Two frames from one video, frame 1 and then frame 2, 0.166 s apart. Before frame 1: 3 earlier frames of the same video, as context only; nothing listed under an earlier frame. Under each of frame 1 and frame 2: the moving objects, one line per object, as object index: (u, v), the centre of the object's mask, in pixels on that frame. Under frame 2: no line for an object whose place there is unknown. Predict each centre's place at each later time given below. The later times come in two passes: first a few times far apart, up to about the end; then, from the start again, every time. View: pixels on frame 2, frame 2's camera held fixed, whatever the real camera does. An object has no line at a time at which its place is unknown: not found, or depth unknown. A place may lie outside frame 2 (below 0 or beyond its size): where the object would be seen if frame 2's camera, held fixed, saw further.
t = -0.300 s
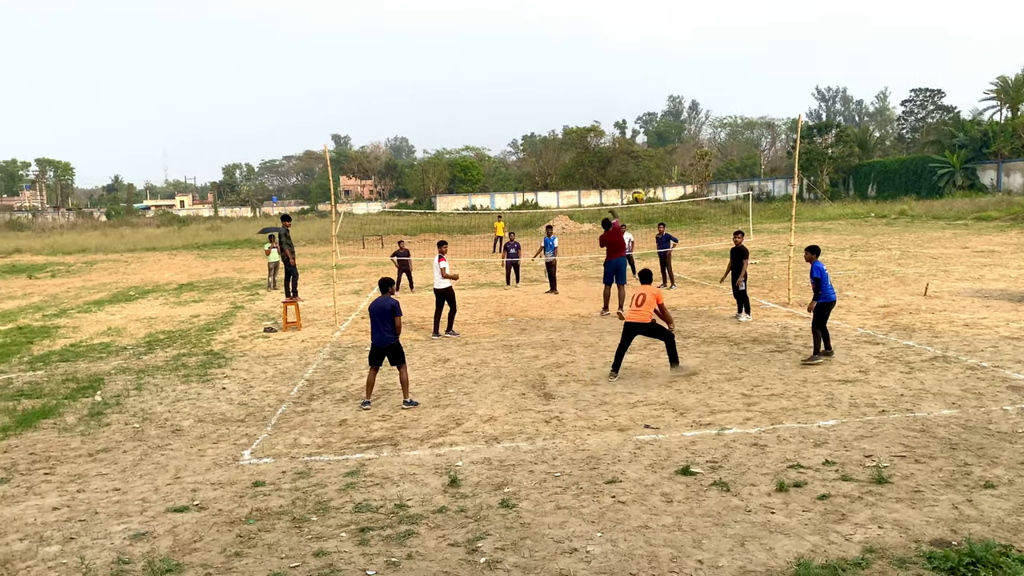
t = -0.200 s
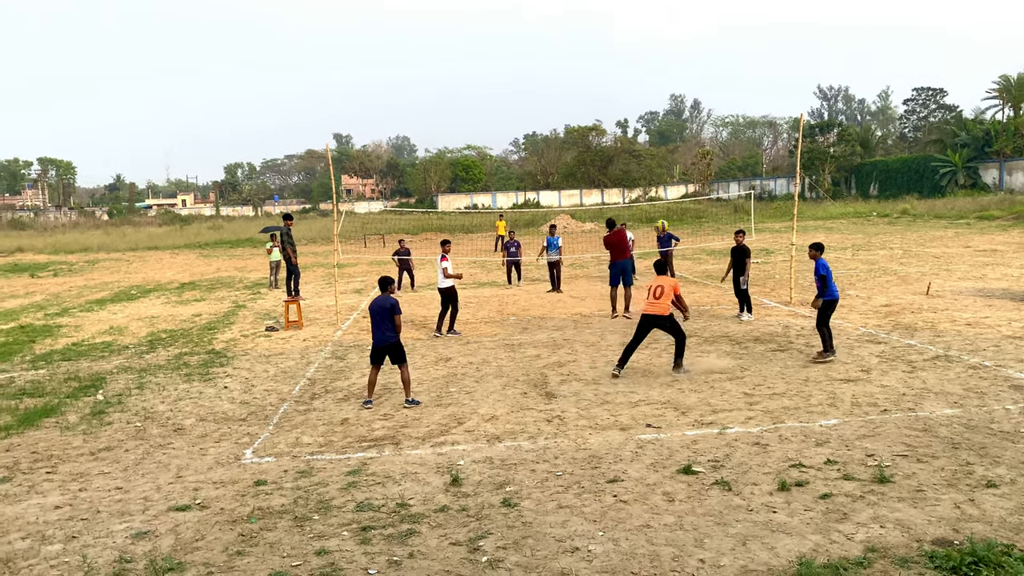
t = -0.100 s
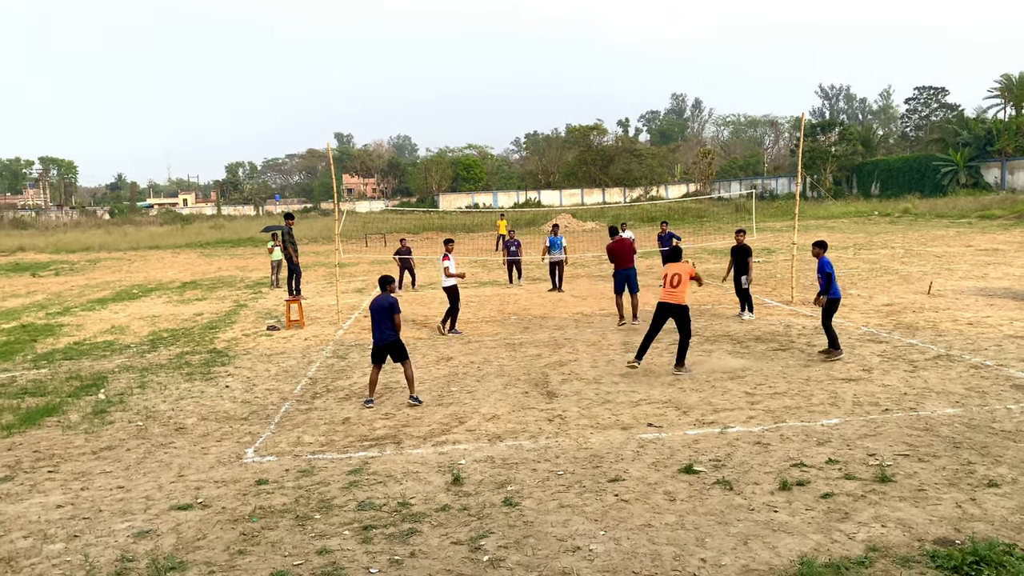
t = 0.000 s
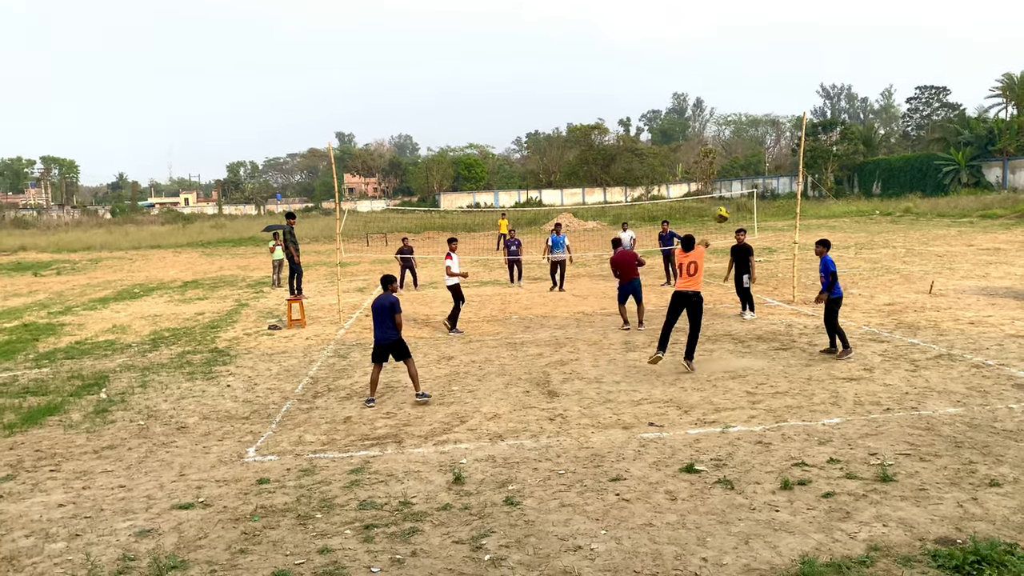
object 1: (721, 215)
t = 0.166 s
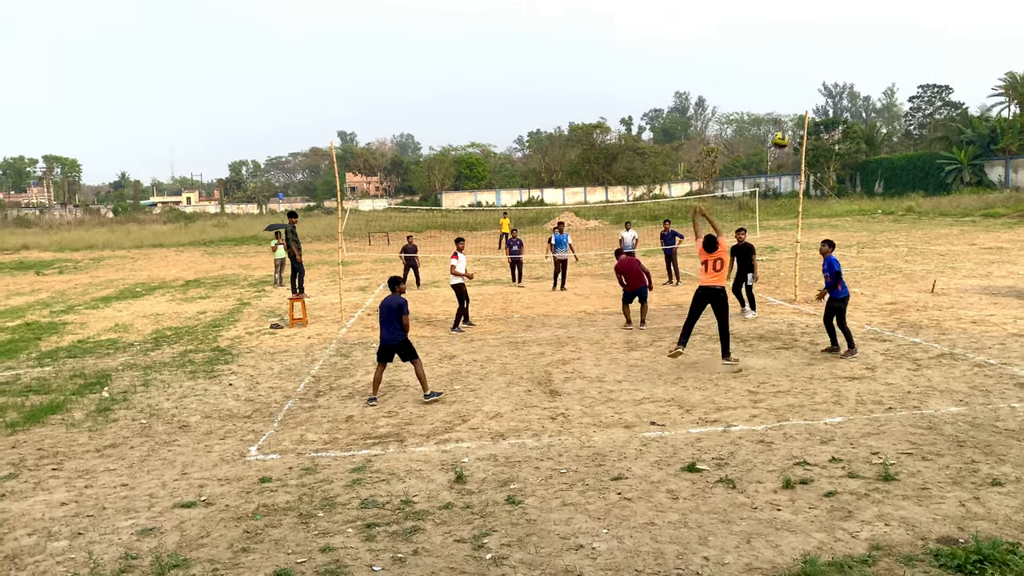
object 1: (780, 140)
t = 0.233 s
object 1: (803, 116)
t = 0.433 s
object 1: (883, 61)
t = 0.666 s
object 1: (989, 37)
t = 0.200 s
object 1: (792, 128)
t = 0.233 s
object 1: (803, 116)
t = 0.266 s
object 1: (816, 105)
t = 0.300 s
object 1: (829, 95)
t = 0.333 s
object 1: (842, 85)
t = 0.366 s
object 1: (856, 76)
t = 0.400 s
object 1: (869, 68)
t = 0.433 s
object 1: (883, 61)
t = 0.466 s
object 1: (898, 54)
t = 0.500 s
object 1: (912, 50)
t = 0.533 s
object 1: (927, 45)
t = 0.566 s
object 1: (942, 41)
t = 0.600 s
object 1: (958, 40)
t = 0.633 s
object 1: (973, 38)
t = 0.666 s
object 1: (989, 37)
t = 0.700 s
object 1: (1006, 39)
